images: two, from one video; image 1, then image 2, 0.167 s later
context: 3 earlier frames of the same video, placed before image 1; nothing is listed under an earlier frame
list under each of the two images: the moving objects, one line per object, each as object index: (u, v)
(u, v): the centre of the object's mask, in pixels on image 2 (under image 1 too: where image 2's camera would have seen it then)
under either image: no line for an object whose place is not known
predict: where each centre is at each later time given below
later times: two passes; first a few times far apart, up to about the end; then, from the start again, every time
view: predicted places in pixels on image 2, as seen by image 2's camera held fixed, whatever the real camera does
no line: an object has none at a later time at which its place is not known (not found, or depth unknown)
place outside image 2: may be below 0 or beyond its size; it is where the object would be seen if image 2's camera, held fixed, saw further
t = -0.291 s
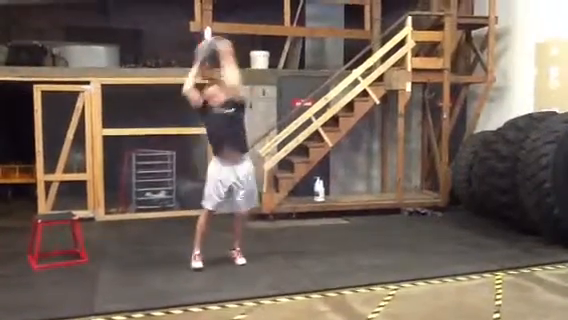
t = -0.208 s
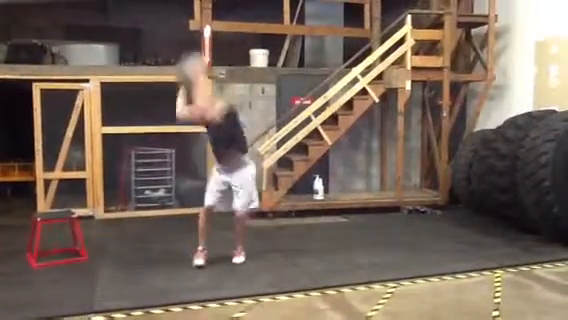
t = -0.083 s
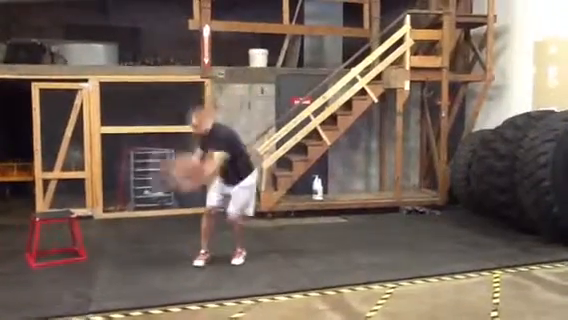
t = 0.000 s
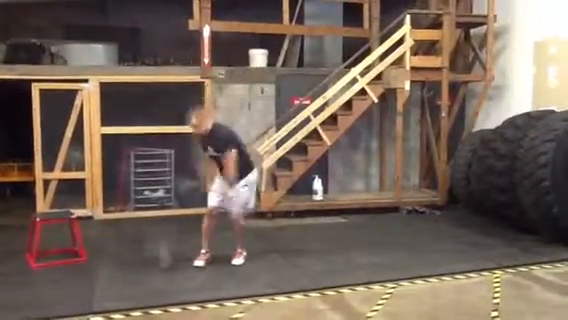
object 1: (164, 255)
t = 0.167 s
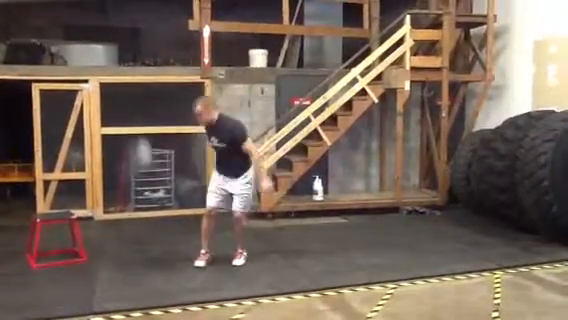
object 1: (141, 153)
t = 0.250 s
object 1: (131, 111)
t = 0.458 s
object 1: (111, 35)
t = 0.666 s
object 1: (93, 8)
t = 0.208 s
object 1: (136, 135)
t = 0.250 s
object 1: (131, 111)
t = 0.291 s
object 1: (128, 96)
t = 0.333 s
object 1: (122, 77)
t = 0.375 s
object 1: (118, 60)
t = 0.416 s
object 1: (116, 49)
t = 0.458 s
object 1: (111, 35)
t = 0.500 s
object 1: (108, 27)
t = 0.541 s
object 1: (103, 18)
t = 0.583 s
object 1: (100, 14)
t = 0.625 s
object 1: (97, 10)
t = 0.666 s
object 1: (93, 8)
